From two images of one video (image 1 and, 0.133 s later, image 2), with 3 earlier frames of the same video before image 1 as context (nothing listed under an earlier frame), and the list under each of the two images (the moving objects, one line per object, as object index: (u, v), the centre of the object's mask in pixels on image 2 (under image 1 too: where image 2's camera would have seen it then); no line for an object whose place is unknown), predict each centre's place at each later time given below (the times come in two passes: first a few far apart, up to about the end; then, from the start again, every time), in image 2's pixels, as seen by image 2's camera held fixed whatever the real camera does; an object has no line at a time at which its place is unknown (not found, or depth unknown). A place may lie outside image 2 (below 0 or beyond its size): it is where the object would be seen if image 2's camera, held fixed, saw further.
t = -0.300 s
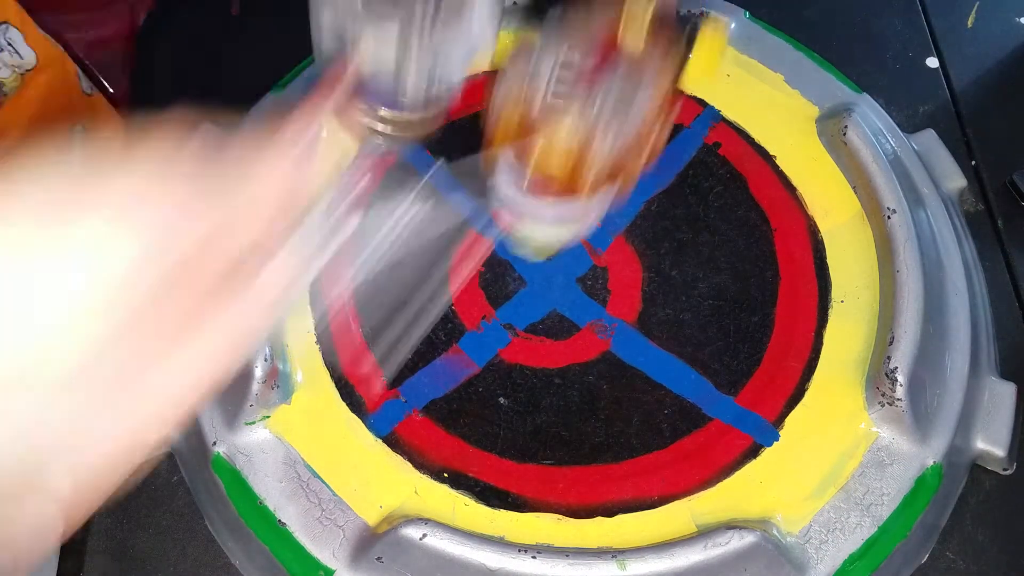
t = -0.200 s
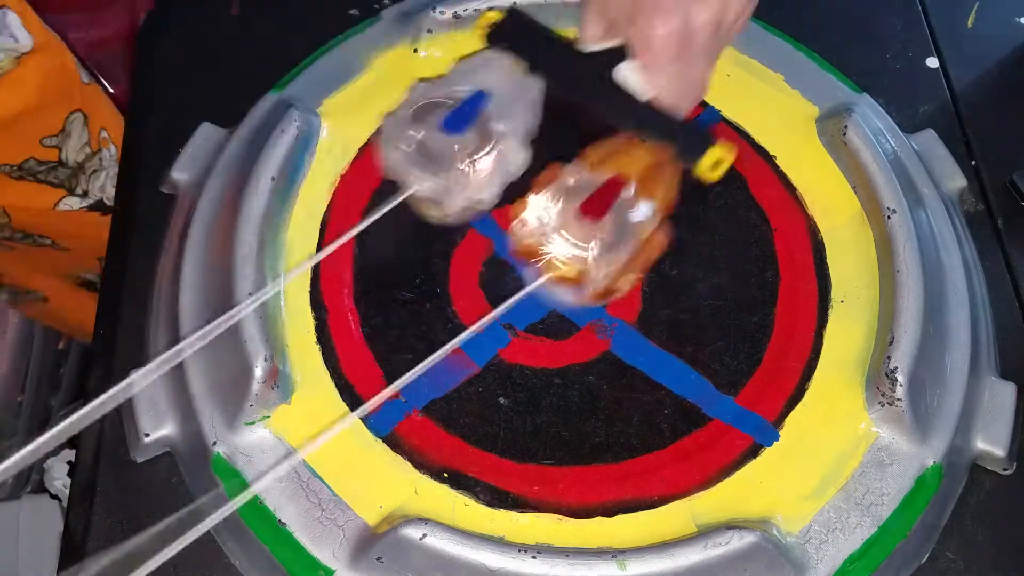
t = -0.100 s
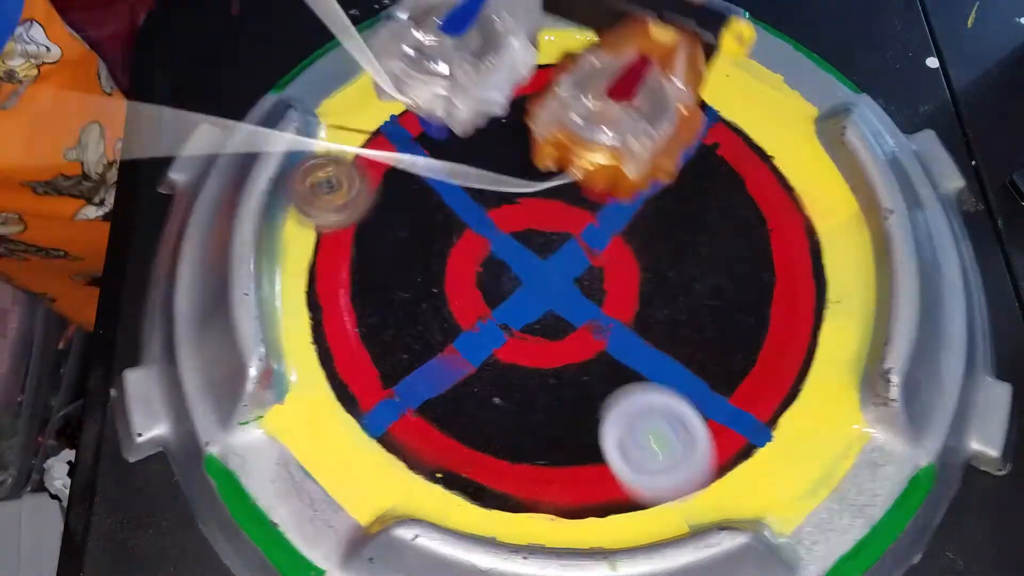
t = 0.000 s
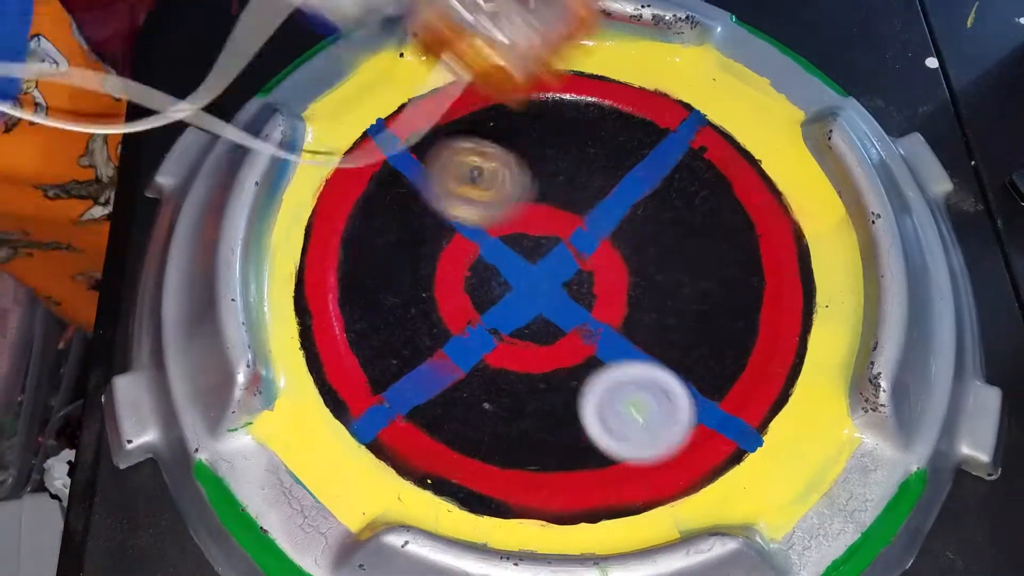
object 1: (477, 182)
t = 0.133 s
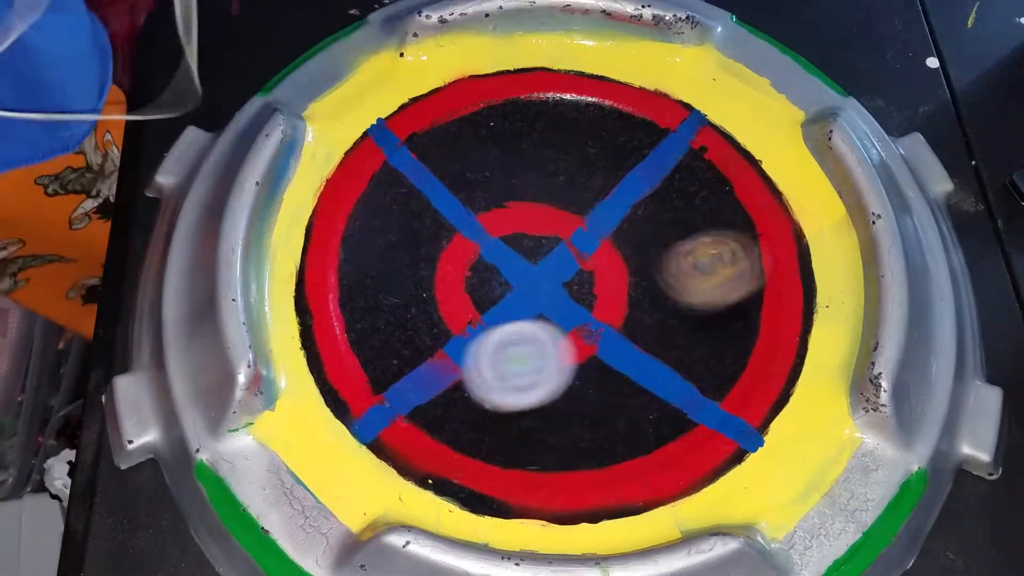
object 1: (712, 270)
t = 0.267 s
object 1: (692, 186)
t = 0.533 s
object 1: (360, 218)
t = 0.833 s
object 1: (346, 161)
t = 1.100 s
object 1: (349, 158)
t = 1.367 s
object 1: (375, 177)
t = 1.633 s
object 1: (462, 218)
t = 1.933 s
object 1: (531, 260)
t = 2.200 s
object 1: (580, 286)
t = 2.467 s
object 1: (614, 295)
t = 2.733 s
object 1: (639, 293)
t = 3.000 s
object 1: (641, 282)
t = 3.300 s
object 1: (615, 262)
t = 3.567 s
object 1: (579, 256)
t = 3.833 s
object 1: (542, 265)
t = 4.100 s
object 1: (516, 269)
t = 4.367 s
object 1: (511, 283)
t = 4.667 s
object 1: (505, 311)
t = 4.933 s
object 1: (520, 319)
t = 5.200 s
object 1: (521, 317)
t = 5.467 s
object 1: (541, 289)
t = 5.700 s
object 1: (556, 265)
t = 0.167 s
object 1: (775, 237)
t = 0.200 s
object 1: (802, 210)
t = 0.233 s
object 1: (744, 192)
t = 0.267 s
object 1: (692, 186)
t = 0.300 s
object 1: (630, 190)
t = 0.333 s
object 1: (570, 206)
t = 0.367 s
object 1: (517, 222)
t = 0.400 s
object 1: (482, 214)
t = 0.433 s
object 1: (443, 218)
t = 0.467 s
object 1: (408, 231)
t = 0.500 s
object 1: (385, 221)
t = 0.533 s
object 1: (360, 218)
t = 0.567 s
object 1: (347, 210)
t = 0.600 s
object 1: (340, 202)
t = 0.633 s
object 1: (339, 194)
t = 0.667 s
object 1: (341, 184)
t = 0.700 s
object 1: (344, 175)
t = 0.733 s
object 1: (345, 169)
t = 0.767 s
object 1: (346, 165)
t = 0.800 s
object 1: (346, 163)
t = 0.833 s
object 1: (346, 161)
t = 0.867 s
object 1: (345, 159)
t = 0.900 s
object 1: (345, 158)
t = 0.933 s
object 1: (345, 157)
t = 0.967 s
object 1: (346, 156)
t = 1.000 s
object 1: (347, 156)
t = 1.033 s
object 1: (348, 157)
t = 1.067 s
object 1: (349, 157)
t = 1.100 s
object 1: (349, 158)
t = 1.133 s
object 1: (349, 159)
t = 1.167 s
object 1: (349, 161)
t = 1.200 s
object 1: (350, 162)
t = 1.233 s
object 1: (351, 164)
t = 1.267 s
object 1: (352, 165)
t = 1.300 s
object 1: (355, 168)
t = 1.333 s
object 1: (361, 171)
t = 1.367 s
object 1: (375, 177)
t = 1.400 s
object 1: (389, 181)
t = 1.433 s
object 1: (404, 187)
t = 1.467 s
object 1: (416, 192)
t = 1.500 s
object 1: (427, 197)
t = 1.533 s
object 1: (437, 202)
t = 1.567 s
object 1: (446, 208)
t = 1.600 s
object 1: (455, 213)
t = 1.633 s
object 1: (462, 218)
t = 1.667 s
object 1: (471, 224)
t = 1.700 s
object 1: (479, 229)
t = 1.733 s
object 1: (487, 235)
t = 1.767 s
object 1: (494, 240)
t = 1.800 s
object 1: (502, 245)
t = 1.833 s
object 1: (510, 250)
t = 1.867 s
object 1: (517, 253)
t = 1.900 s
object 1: (524, 257)
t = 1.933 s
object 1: (531, 260)
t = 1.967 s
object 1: (538, 262)
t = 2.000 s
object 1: (545, 266)
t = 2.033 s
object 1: (552, 270)
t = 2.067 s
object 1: (559, 274)
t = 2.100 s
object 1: (565, 277)
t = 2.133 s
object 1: (570, 280)
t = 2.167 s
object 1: (575, 283)
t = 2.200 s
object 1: (580, 286)
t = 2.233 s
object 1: (585, 289)
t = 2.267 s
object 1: (589, 291)
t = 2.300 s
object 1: (593, 293)
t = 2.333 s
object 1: (596, 293)
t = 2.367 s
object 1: (601, 294)
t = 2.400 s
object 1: (606, 294)
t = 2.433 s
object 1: (610, 295)
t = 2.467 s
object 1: (614, 295)
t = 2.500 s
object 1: (618, 296)
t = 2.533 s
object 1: (622, 295)
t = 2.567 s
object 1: (626, 295)
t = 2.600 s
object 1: (629, 295)
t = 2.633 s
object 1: (632, 294)
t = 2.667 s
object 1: (635, 294)
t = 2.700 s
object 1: (637, 293)
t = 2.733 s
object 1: (639, 293)
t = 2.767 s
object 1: (641, 292)
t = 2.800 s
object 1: (642, 290)
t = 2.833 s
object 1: (643, 289)
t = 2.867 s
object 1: (644, 288)
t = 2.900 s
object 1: (644, 287)
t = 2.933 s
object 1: (643, 286)
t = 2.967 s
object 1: (642, 284)
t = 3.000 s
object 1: (641, 282)
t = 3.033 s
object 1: (639, 279)
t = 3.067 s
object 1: (637, 277)
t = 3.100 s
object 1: (636, 275)
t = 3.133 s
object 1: (632, 272)
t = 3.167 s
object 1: (629, 270)
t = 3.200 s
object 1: (625, 268)
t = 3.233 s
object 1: (622, 266)
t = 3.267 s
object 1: (618, 264)
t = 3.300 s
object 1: (615, 262)
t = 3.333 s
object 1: (611, 260)
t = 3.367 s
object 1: (606, 259)
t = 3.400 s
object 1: (602, 258)
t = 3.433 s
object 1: (599, 257)
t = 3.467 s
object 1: (594, 256)
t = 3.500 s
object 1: (589, 256)
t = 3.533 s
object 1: (584, 256)
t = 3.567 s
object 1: (579, 256)
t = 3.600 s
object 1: (574, 257)
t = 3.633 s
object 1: (569, 258)
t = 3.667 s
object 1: (565, 260)
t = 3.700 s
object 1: (561, 261)
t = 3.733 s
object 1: (557, 262)
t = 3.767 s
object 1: (552, 263)
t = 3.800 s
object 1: (548, 264)
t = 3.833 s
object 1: (542, 265)
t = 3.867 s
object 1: (537, 265)
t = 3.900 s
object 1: (534, 265)
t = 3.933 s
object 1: (530, 266)
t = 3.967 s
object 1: (527, 266)
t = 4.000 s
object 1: (523, 266)
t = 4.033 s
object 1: (520, 267)
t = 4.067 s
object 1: (518, 267)
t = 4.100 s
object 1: (516, 269)
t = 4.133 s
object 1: (514, 271)
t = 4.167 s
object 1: (512, 273)
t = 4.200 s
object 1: (512, 275)
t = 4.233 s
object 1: (513, 276)
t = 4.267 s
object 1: (513, 278)
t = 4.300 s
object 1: (513, 279)
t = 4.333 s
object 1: (512, 281)
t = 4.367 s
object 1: (511, 283)
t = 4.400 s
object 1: (509, 286)
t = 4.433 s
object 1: (508, 289)
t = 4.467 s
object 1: (507, 292)
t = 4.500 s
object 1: (507, 295)
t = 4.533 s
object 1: (507, 298)
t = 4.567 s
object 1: (505, 301)
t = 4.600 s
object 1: (504, 304)
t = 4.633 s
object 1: (503, 307)
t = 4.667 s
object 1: (505, 311)
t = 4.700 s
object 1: (507, 315)
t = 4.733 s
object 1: (509, 318)
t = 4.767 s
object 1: (510, 317)
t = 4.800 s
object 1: (511, 314)
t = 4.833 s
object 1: (513, 316)
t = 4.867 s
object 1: (516, 318)
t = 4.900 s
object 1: (519, 319)
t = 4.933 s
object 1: (520, 319)
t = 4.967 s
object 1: (520, 319)
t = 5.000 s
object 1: (519, 320)
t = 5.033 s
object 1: (518, 320)
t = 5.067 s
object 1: (518, 321)
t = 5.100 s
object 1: (519, 321)
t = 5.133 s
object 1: (519, 321)
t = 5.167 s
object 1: (519, 319)
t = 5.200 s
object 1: (521, 317)
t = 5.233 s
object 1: (524, 314)
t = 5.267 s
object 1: (528, 312)
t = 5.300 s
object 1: (529, 310)
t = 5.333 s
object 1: (530, 306)
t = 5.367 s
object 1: (533, 301)
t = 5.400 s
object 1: (536, 297)
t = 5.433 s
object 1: (538, 293)
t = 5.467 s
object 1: (541, 289)
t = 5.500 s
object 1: (543, 286)
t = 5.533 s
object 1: (545, 282)
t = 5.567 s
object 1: (547, 279)
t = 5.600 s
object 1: (549, 275)
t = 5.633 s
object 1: (551, 271)
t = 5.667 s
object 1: (554, 269)
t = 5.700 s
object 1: (556, 265)
